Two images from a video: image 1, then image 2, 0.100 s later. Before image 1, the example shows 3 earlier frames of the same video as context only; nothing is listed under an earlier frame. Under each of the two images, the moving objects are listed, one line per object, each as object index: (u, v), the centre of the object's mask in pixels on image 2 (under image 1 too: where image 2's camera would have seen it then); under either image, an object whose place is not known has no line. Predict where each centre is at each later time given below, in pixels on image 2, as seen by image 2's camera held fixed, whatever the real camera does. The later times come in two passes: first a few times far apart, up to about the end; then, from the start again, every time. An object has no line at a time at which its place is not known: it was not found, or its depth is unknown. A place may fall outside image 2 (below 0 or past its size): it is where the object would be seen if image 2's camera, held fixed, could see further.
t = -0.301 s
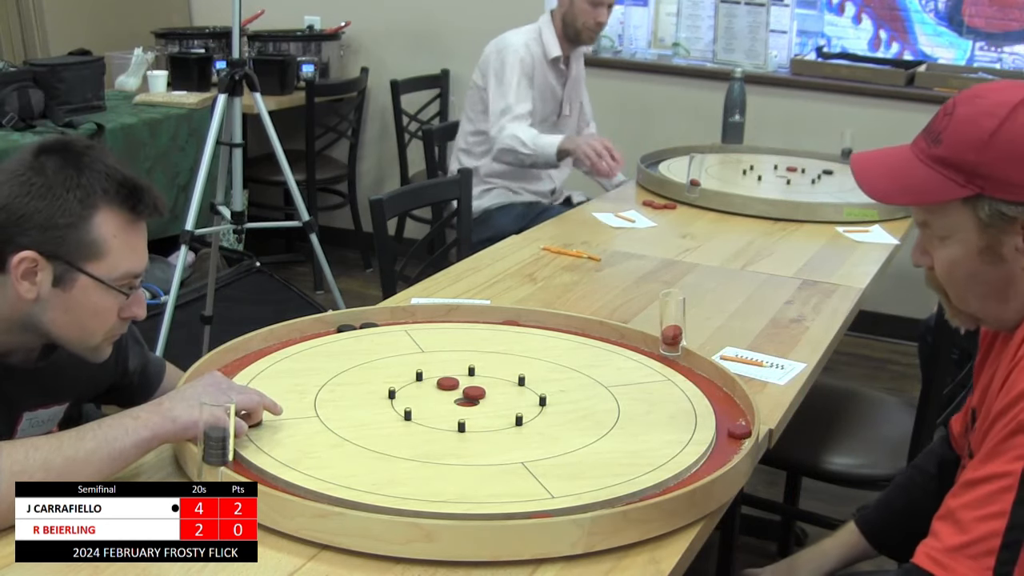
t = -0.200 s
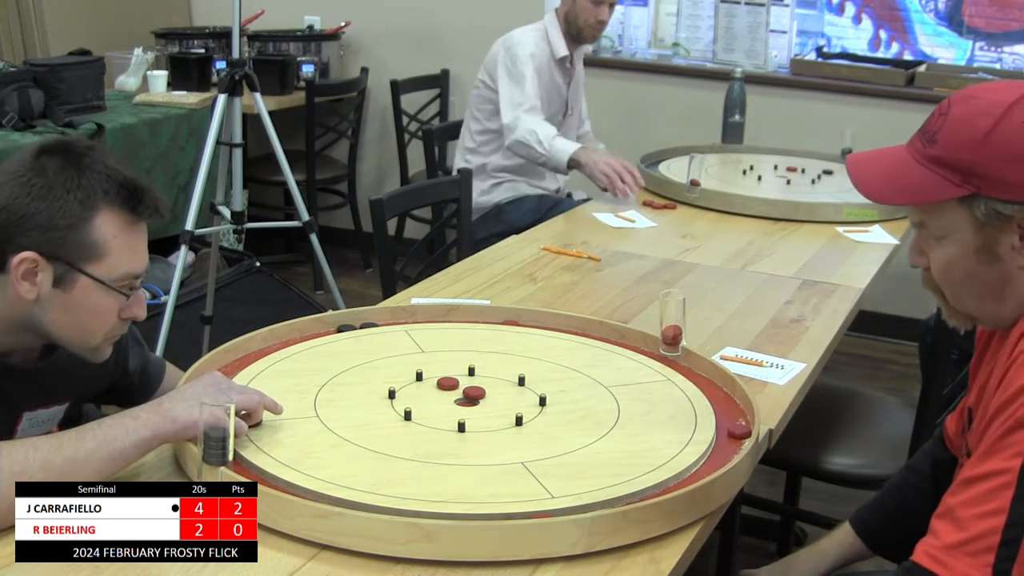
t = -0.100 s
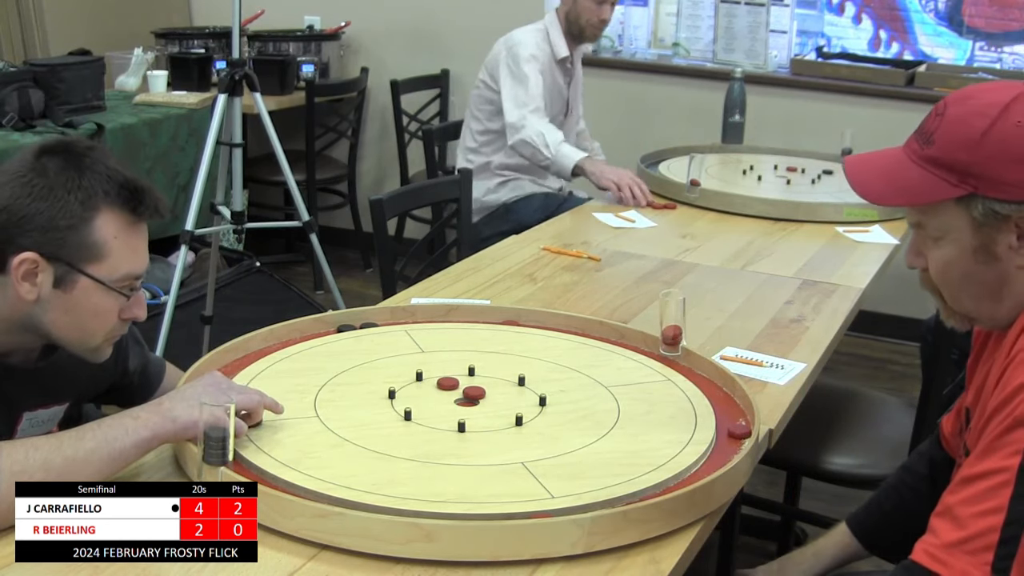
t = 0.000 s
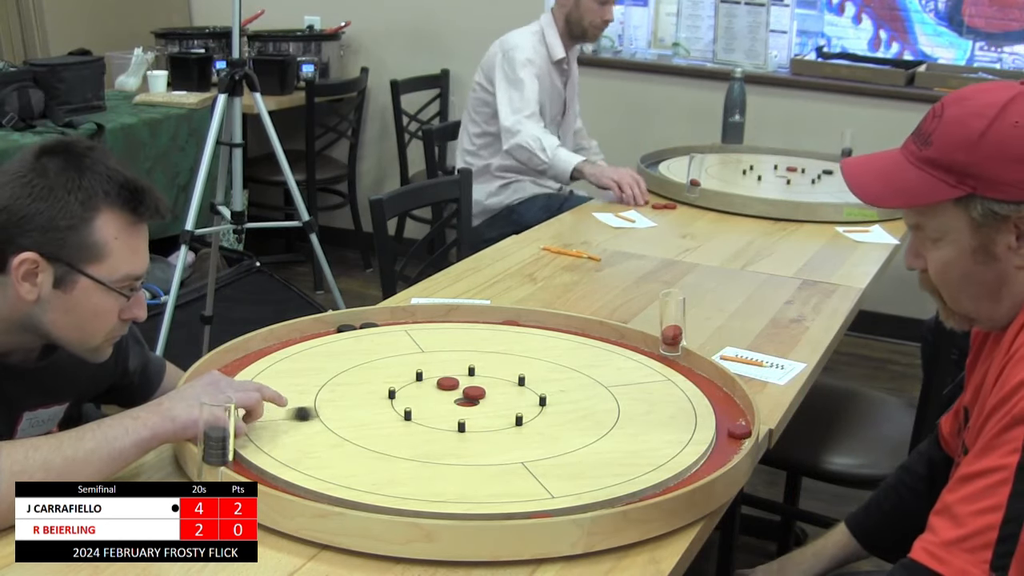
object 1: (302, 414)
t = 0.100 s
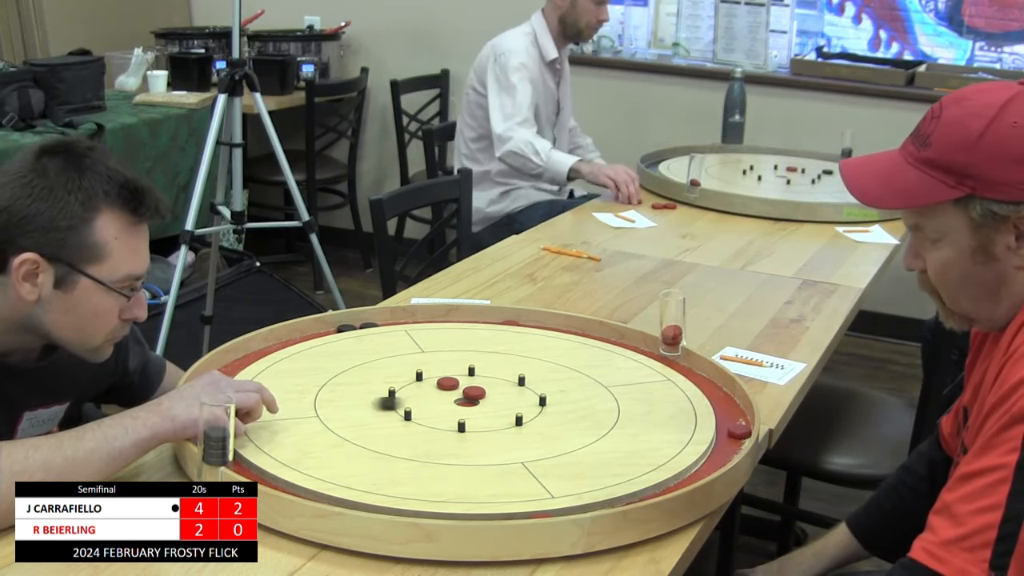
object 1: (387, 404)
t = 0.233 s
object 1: (456, 396)
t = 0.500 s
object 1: (463, 394)
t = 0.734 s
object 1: (463, 395)
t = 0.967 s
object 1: (463, 395)
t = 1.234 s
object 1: (463, 394)
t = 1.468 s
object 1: (463, 394)
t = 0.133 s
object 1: (413, 400)
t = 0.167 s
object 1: (439, 397)
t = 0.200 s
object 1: (453, 395)
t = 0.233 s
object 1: (456, 396)
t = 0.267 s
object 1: (458, 396)
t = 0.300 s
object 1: (459, 395)
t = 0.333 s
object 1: (461, 395)
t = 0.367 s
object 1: (462, 395)
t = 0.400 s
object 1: (462, 395)
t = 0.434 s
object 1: (463, 395)
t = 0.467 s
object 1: (463, 394)
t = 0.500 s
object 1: (463, 394)
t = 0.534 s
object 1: (463, 395)
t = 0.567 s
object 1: (463, 394)
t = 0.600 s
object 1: (463, 394)
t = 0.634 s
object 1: (463, 395)
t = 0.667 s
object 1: (463, 395)
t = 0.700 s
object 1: (463, 395)
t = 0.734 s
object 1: (463, 395)
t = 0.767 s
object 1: (463, 395)
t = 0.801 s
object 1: (463, 395)
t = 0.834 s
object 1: (463, 394)
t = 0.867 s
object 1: (463, 394)
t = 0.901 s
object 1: (463, 395)
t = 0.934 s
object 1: (463, 394)
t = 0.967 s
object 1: (463, 395)
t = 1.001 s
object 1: (463, 394)
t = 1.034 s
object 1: (463, 394)
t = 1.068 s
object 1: (463, 394)
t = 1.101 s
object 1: (463, 394)
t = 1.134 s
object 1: (463, 394)
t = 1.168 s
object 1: (463, 394)
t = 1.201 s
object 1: (463, 394)
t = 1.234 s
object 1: (463, 394)
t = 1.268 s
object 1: (463, 394)
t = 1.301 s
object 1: (463, 394)
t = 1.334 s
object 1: (463, 394)
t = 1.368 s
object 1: (463, 394)
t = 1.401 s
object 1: (463, 394)
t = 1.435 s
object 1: (463, 394)
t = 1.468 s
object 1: (463, 394)
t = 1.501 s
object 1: (463, 394)
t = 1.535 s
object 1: (463, 394)
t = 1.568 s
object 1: (463, 394)
